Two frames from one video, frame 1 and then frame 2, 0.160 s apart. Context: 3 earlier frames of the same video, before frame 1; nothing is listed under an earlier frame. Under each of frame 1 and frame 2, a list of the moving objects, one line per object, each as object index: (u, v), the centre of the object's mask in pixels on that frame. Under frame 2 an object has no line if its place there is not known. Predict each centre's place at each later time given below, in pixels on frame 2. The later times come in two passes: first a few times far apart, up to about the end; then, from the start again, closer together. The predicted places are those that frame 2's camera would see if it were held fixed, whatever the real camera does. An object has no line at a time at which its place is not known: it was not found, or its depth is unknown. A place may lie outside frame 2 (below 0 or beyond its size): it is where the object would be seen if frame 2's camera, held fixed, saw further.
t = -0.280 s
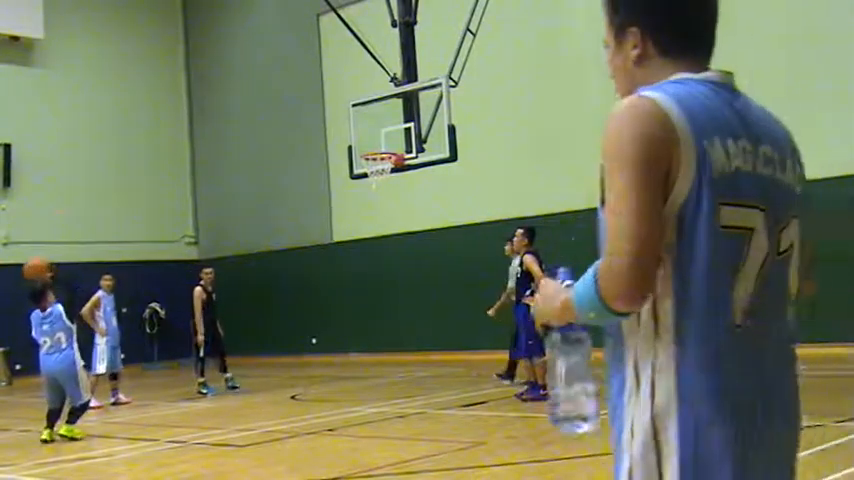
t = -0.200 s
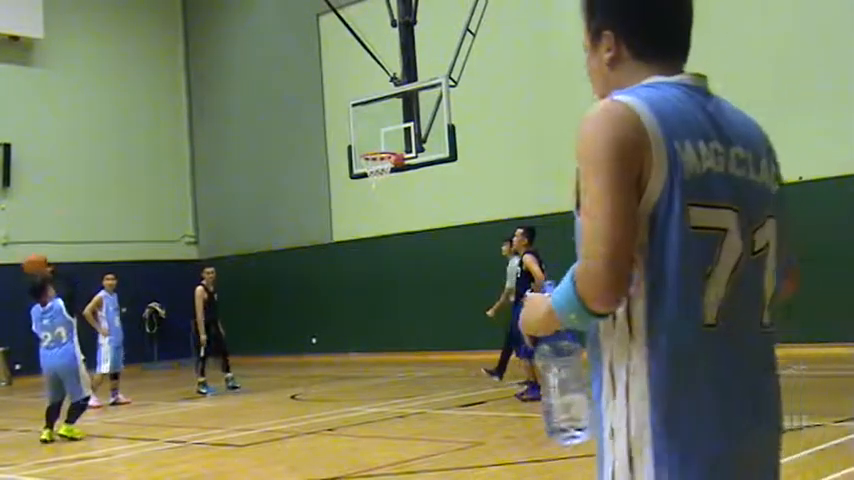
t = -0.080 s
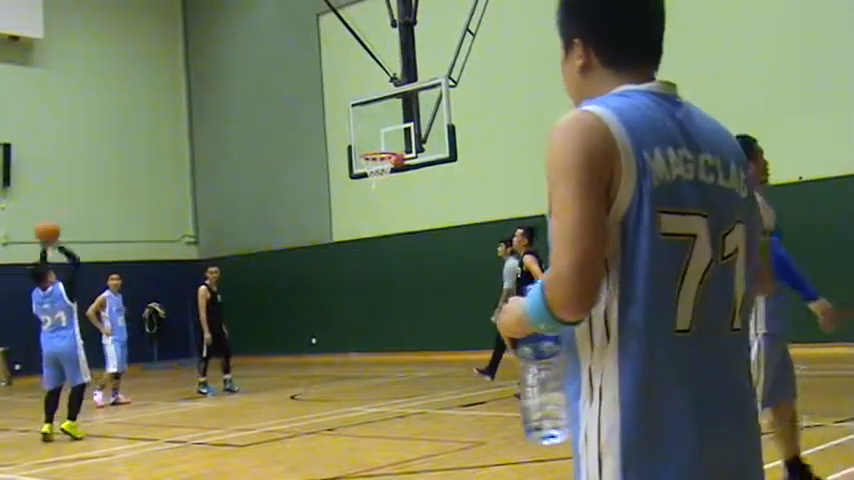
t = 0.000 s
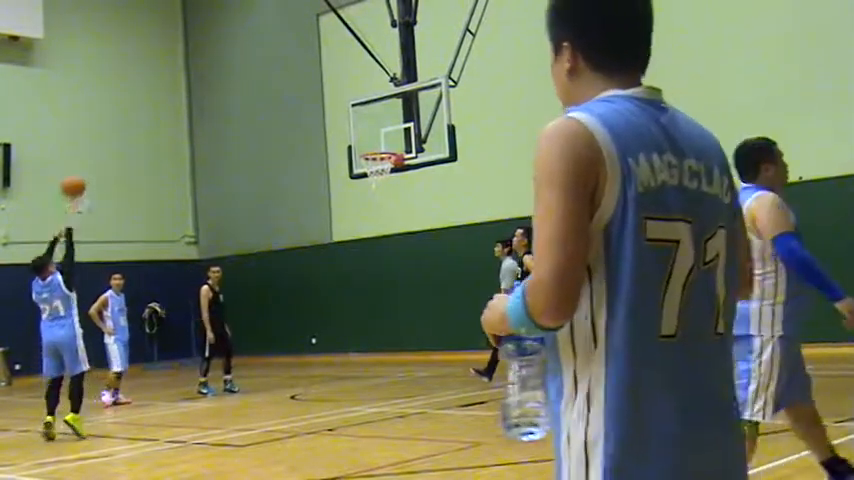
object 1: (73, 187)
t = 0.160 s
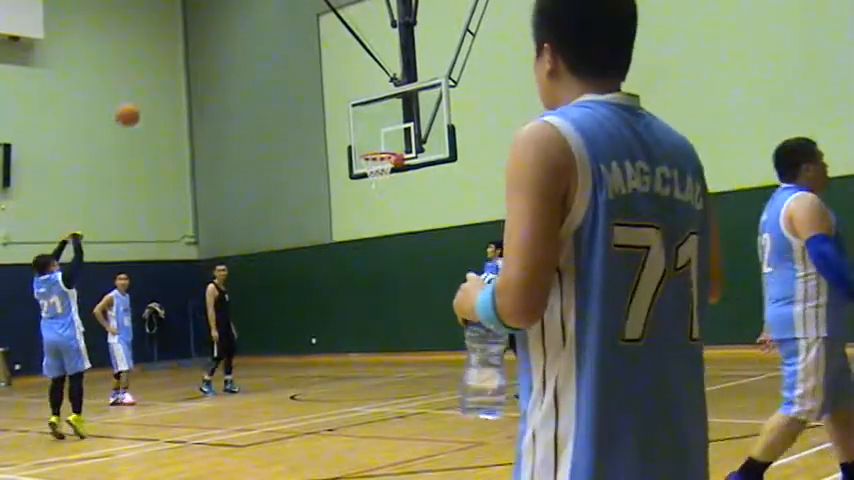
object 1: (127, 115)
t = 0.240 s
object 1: (152, 92)
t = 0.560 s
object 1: (248, 54)
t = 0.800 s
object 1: (310, 82)
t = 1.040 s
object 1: (369, 150)
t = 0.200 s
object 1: (140, 103)
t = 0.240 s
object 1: (152, 92)
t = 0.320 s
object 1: (177, 72)
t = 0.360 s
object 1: (190, 65)
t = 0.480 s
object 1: (225, 55)
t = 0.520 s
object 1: (236, 54)
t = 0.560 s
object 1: (248, 54)
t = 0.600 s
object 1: (258, 56)
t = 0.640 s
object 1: (269, 59)
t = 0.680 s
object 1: (280, 63)
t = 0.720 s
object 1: (290, 69)
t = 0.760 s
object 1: (301, 75)
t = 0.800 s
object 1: (310, 82)
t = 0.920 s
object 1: (340, 113)
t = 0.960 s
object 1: (350, 123)
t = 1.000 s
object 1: (360, 135)
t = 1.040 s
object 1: (369, 150)
